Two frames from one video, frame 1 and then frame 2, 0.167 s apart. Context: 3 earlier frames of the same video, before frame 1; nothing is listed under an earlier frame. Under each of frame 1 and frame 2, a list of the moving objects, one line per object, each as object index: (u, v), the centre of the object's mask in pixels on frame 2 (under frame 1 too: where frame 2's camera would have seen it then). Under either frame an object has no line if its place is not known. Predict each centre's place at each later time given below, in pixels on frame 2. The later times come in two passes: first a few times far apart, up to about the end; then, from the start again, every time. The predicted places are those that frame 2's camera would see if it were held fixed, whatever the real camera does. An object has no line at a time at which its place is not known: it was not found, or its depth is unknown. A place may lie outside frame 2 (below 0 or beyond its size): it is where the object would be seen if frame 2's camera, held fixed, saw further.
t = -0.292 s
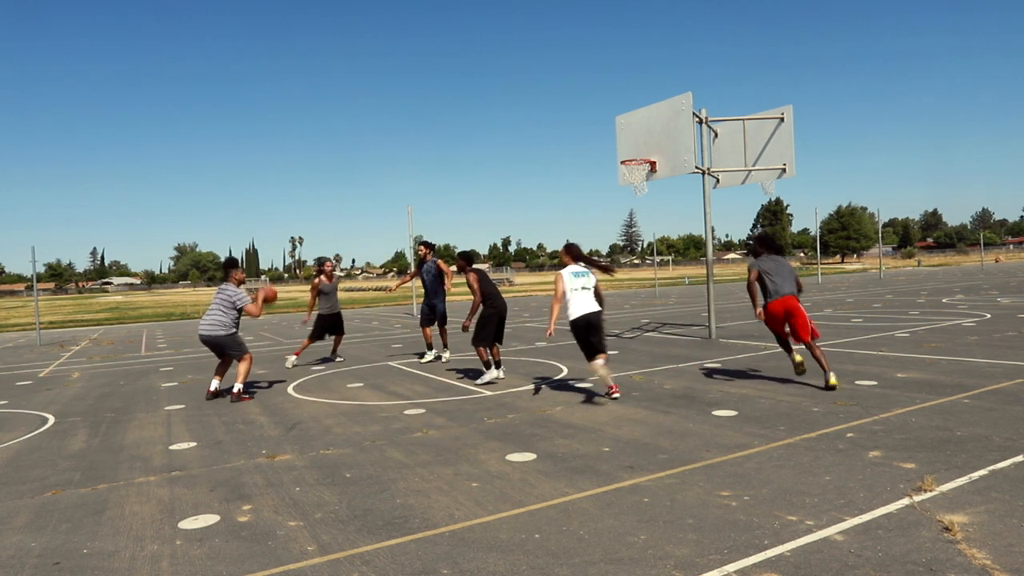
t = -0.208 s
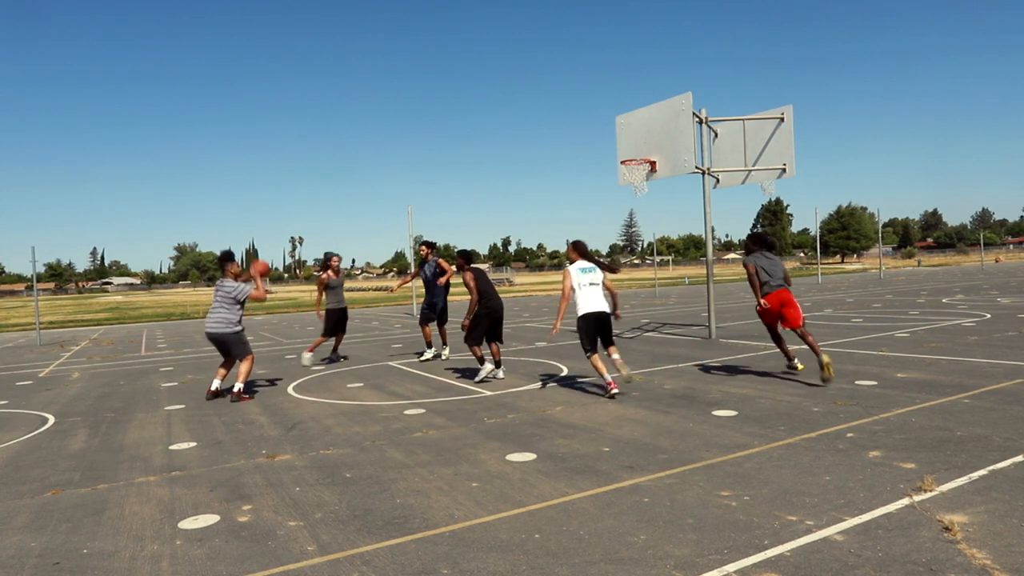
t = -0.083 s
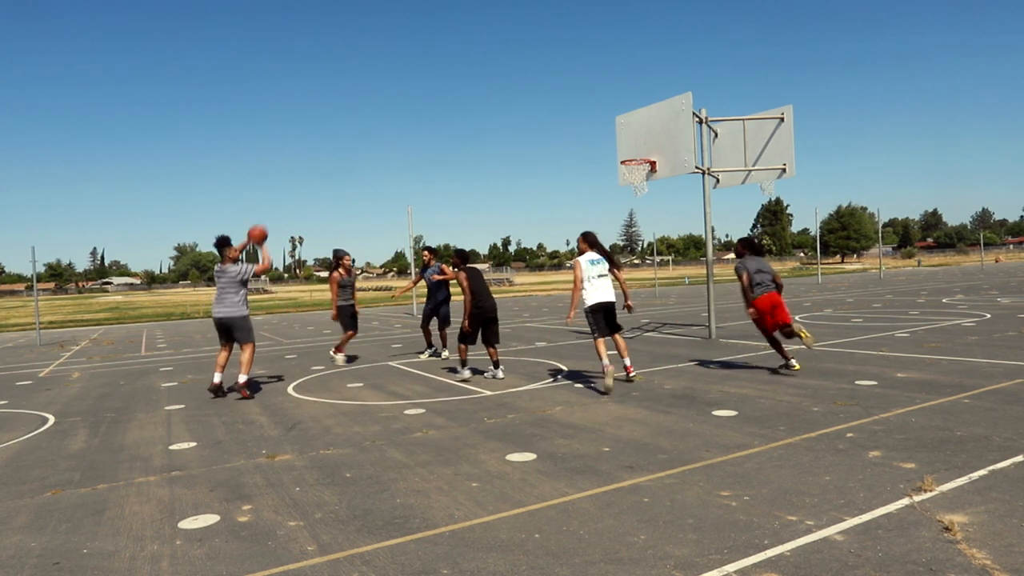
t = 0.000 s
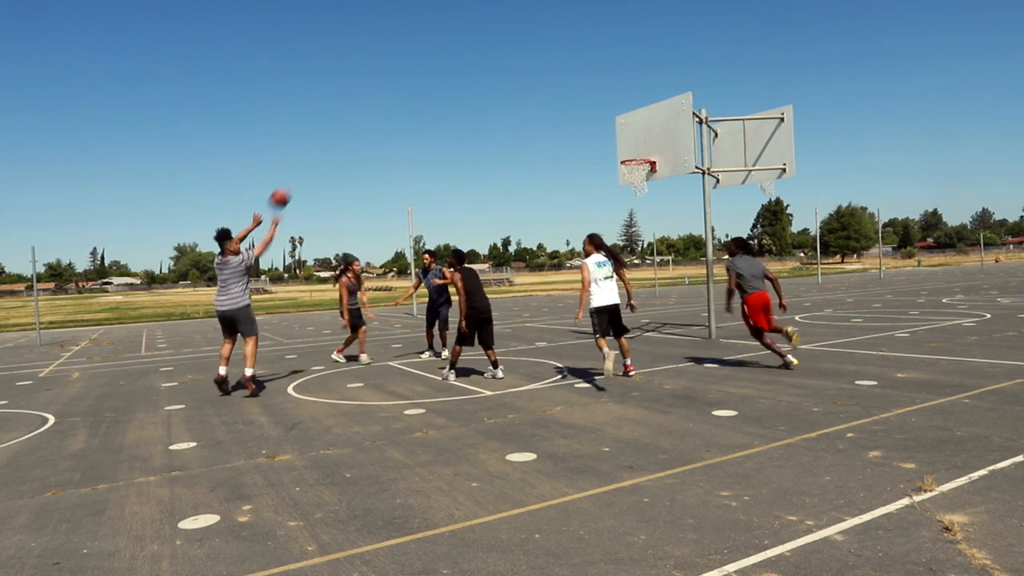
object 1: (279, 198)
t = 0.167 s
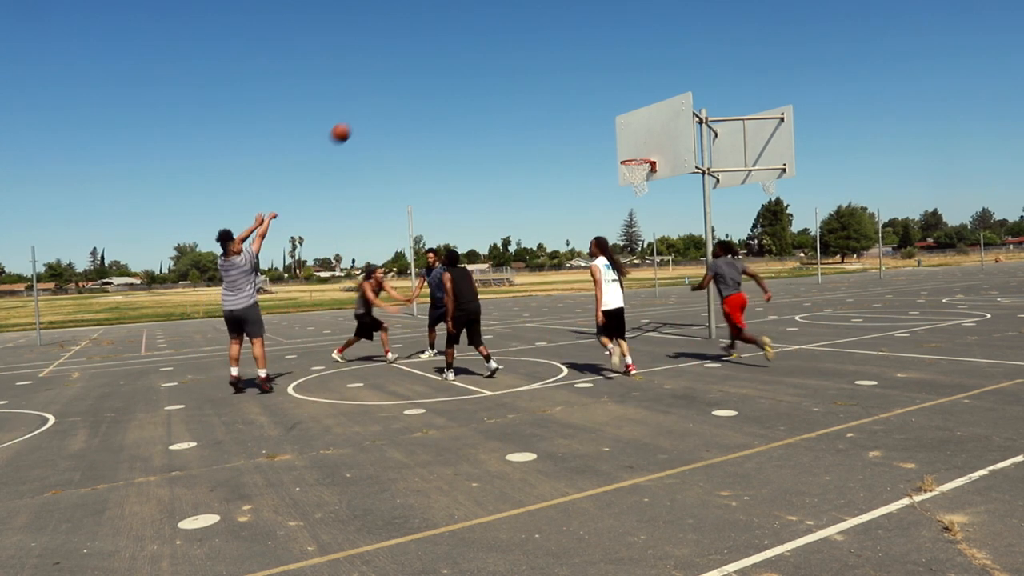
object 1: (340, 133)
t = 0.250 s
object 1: (369, 110)
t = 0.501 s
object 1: (451, 75)
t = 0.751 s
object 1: (527, 84)
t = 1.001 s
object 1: (595, 130)
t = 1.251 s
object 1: (595, 128)
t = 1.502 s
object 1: (554, 112)
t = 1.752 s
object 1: (516, 136)
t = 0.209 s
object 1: (355, 121)
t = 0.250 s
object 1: (369, 110)
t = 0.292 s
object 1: (383, 100)
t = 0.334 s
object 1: (398, 93)
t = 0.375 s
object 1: (411, 86)
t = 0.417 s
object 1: (425, 81)
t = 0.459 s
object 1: (438, 77)
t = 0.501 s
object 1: (451, 75)
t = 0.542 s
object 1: (465, 73)
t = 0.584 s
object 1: (477, 73)
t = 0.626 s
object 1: (490, 75)
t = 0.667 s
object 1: (502, 76)
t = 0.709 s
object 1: (515, 79)
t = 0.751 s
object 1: (527, 84)
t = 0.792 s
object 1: (538, 89)
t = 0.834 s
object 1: (550, 95)
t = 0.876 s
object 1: (562, 103)
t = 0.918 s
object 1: (573, 111)
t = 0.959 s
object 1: (584, 120)
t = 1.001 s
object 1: (595, 130)
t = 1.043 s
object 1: (606, 141)
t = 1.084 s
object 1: (617, 153)
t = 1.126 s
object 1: (615, 151)
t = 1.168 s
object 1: (608, 142)
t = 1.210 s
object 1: (601, 135)
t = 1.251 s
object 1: (595, 128)
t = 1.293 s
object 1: (588, 123)
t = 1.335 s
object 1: (581, 119)
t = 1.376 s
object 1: (574, 115)
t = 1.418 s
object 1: (568, 113)
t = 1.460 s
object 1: (561, 112)
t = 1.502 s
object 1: (554, 112)
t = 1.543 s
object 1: (548, 113)
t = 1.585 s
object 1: (541, 115)
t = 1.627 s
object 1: (535, 119)
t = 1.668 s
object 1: (529, 123)
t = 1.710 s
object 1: (522, 129)
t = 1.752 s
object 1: (516, 136)
